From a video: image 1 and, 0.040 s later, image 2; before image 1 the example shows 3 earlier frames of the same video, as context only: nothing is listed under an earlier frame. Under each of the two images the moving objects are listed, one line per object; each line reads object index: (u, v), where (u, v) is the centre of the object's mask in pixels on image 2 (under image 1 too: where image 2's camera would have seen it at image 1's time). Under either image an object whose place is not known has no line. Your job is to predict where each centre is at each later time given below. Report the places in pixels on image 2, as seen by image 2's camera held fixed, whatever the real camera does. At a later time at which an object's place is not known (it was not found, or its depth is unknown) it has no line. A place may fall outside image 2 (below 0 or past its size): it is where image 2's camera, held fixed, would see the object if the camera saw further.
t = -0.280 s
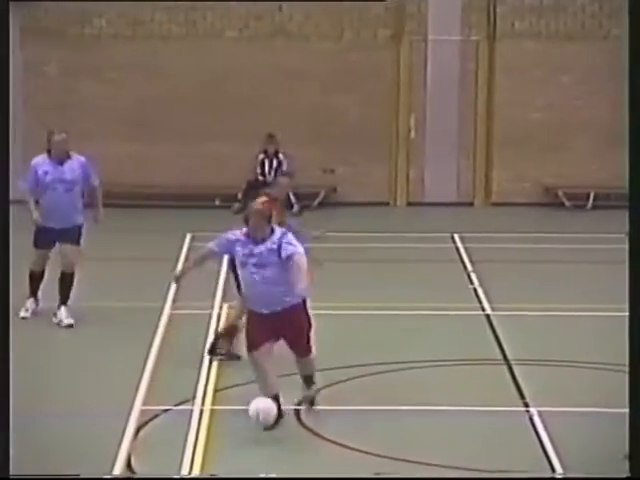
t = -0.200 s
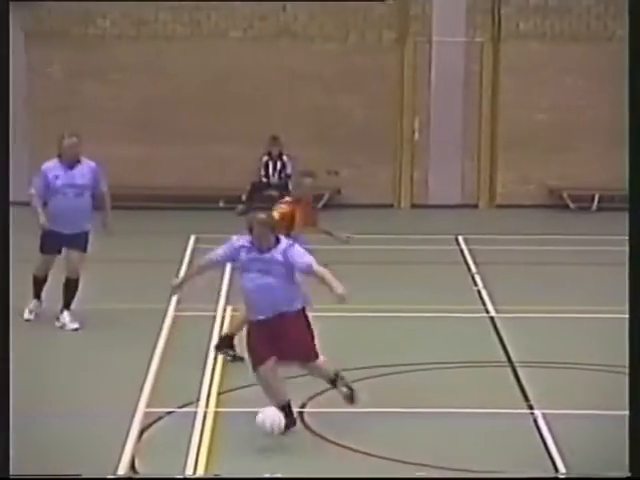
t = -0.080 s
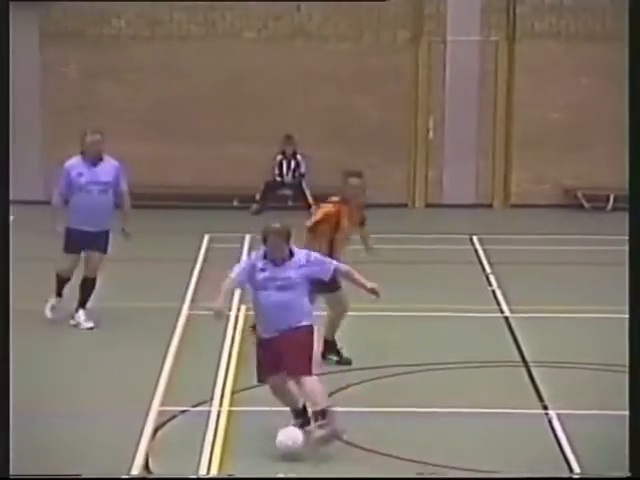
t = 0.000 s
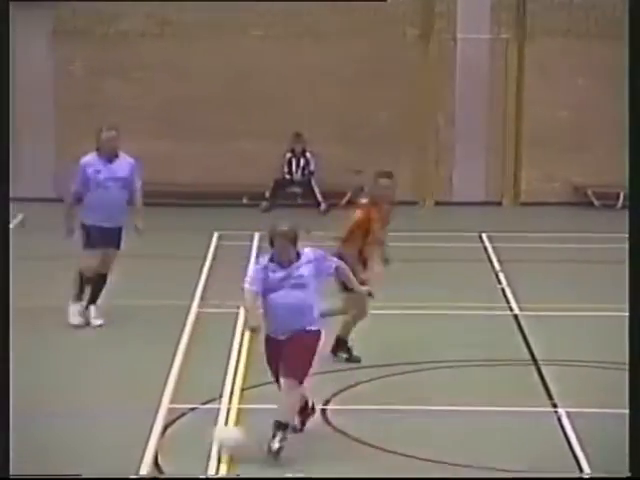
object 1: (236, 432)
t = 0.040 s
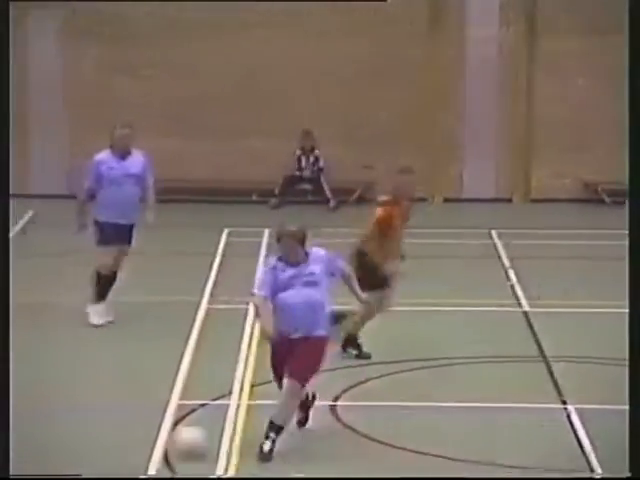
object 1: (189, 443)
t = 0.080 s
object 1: (145, 444)
